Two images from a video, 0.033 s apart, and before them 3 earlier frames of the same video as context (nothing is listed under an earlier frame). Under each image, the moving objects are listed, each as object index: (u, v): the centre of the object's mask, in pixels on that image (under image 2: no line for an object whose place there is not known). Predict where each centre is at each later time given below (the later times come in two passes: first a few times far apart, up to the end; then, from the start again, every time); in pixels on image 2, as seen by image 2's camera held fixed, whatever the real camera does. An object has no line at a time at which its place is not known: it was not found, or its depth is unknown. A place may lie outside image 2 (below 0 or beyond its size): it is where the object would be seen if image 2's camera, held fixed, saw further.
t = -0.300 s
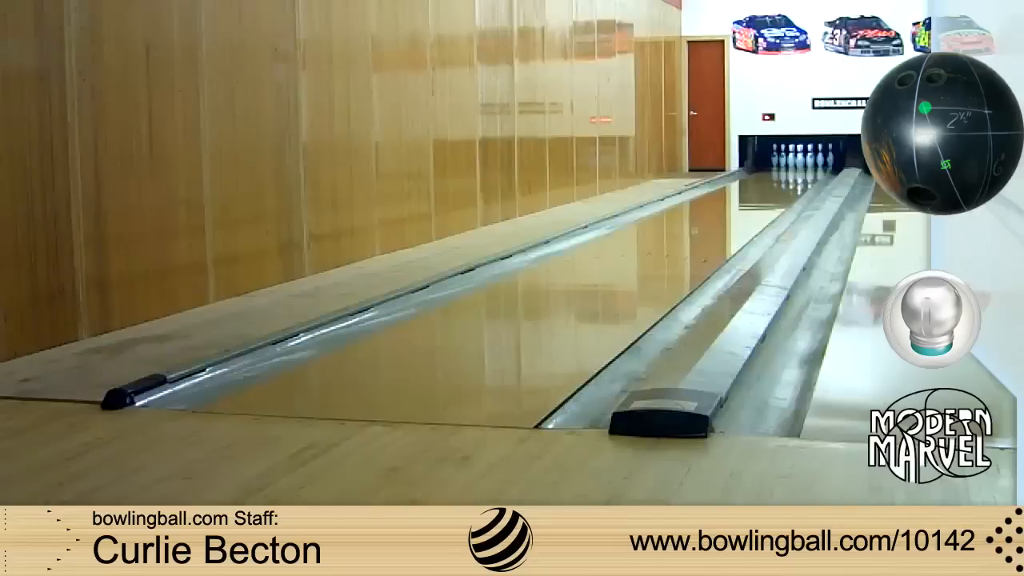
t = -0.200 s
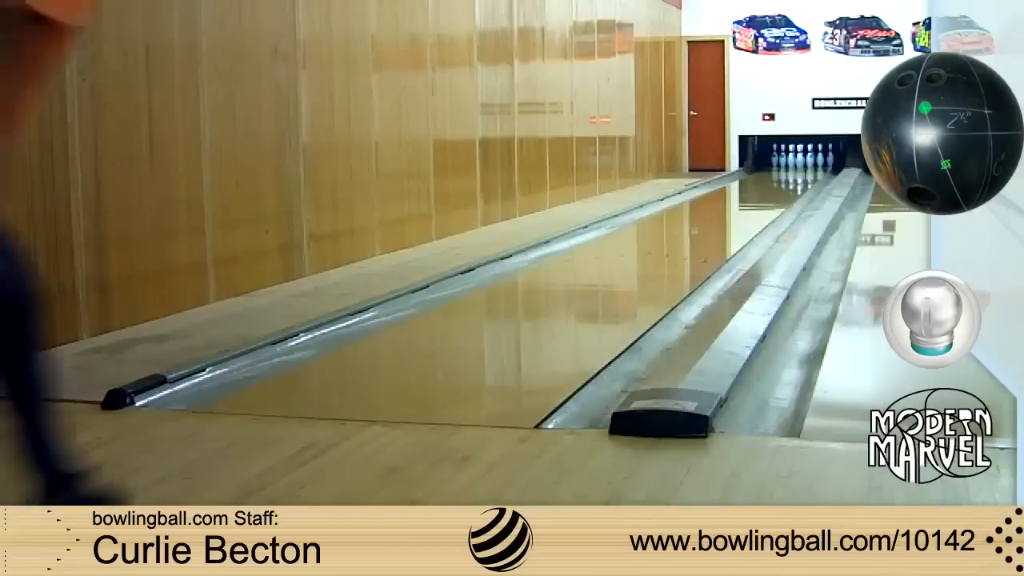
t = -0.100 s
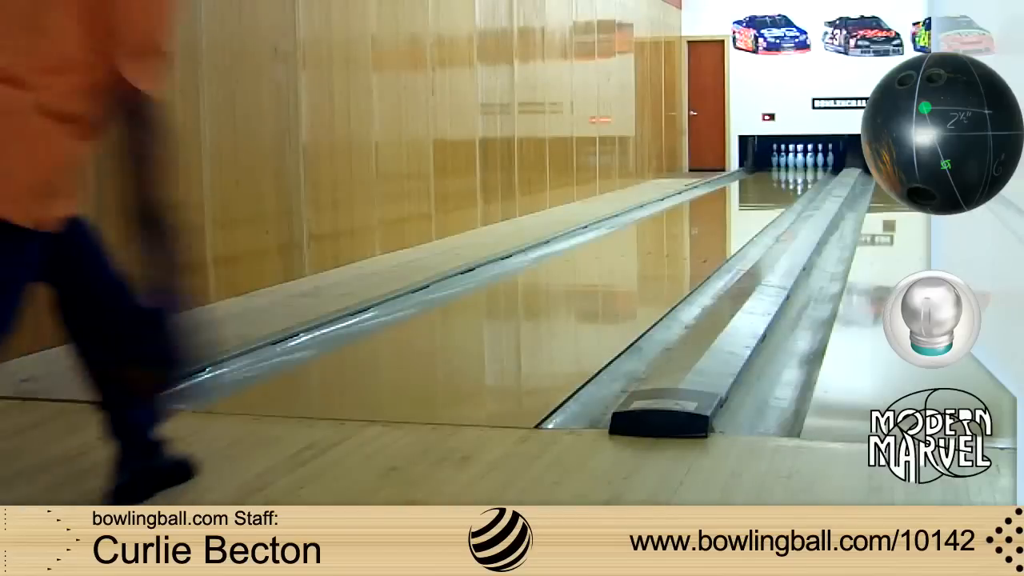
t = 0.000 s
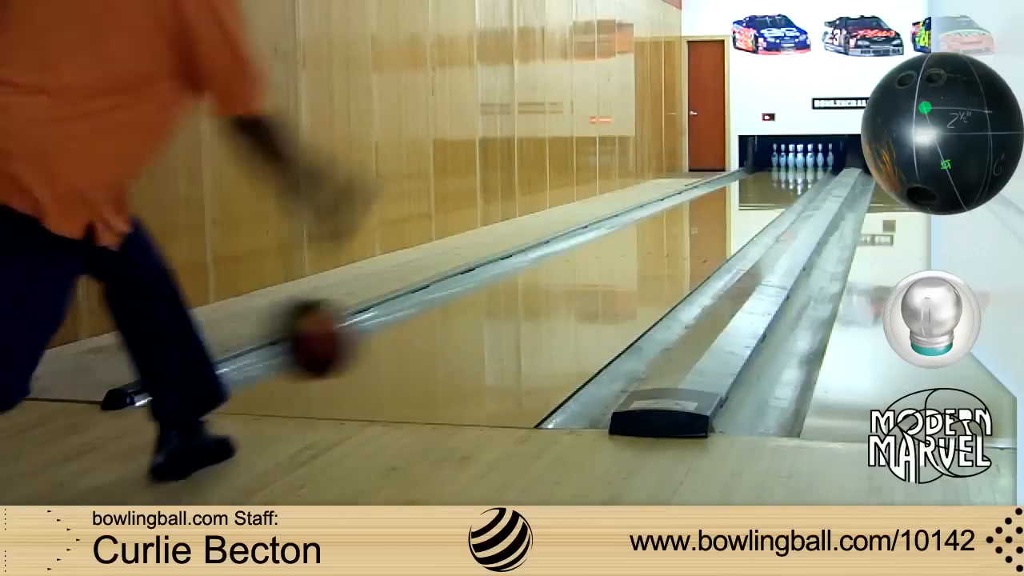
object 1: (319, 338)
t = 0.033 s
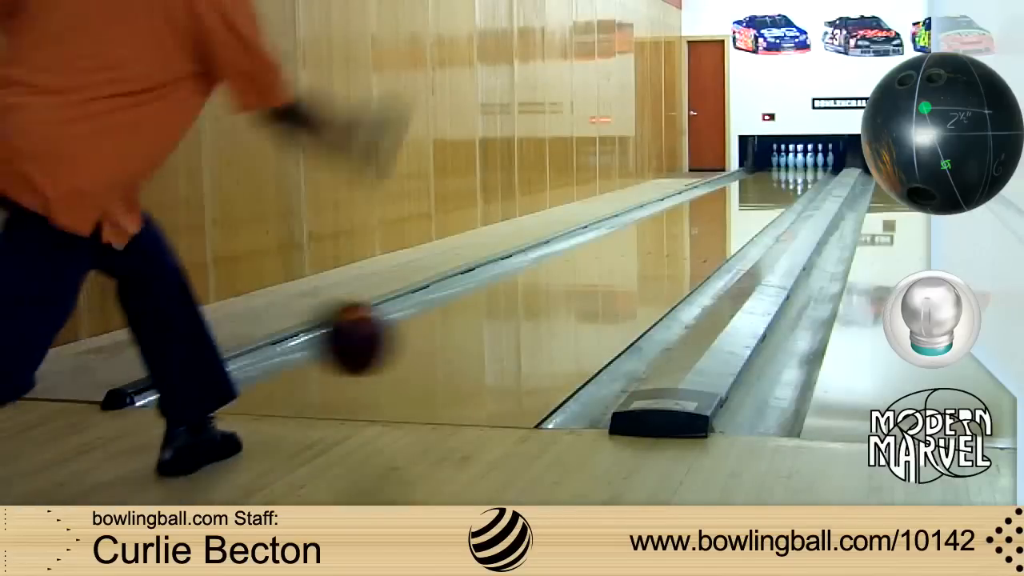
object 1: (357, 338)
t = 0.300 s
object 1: (553, 298)
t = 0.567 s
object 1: (649, 251)
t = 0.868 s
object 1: (710, 220)
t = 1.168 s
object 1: (747, 201)
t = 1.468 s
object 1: (773, 188)
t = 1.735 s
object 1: (788, 179)
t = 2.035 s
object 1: (799, 172)
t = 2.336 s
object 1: (805, 167)
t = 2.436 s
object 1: (806, 166)
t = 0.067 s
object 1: (391, 342)
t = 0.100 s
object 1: (422, 347)
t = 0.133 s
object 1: (453, 344)
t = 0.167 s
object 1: (476, 330)
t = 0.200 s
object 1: (498, 320)
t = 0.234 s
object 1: (518, 313)
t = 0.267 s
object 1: (536, 306)
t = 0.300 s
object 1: (553, 298)
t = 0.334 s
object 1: (570, 290)
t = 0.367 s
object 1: (584, 283)
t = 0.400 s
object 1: (596, 277)
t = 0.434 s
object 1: (609, 270)
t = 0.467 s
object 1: (620, 265)
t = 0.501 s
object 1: (630, 260)
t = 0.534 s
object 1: (640, 256)
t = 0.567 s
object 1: (649, 251)
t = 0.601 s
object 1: (658, 246)
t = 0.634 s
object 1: (666, 242)
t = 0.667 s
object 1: (673, 238)
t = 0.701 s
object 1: (681, 235)
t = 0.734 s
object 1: (687, 231)
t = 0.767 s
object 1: (694, 228)
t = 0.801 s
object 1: (699, 226)
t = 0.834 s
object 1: (705, 222)
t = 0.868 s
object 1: (710, 220)
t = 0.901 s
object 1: (715, 217)
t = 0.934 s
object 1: (720, 215)
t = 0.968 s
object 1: (725, 212)
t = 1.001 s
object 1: (729, 210)
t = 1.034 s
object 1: (732, 208)
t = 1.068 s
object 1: (737, 206)
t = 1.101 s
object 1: (741, 204)
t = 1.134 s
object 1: (744, 203)
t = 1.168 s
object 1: (747, 201)
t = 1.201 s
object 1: (751, 199)
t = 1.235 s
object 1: (754, 197)
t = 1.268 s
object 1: (757, 196)
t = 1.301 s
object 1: (759, 195)
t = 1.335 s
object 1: (762, 194)
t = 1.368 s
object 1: (766, 191)
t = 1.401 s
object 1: (768, 190)
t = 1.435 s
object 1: (771, 189)
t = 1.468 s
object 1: (773, 188)
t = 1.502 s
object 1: (775, 187)
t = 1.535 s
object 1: (777, 186)
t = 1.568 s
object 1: (779, 185)
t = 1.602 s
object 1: (781, 184)
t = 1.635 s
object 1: (783, 183)
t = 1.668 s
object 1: (785, 182)
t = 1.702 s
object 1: (785, 181)
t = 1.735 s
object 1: (788, 179)
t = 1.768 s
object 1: (789, 178)
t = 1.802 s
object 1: (790, 178)
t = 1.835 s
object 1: (792, 176)
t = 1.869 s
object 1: (795, 176)
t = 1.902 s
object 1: (796, 175)
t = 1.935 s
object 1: (797, 174)
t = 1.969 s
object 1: (797, 174)
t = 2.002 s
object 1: (798, 173)
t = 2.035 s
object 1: (799, 172)
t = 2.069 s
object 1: (800, 171)
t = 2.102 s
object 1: (801, 170)
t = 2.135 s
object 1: (801, 170)
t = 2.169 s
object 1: (802, 170)
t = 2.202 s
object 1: (803, 169)
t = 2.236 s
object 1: (804, 168)
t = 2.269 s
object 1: (804, 168)
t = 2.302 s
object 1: (805, 168)
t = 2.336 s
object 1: (805, 167)
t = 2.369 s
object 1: (806, 166)
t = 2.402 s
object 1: (806, 166)
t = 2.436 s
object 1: (806, 166)
